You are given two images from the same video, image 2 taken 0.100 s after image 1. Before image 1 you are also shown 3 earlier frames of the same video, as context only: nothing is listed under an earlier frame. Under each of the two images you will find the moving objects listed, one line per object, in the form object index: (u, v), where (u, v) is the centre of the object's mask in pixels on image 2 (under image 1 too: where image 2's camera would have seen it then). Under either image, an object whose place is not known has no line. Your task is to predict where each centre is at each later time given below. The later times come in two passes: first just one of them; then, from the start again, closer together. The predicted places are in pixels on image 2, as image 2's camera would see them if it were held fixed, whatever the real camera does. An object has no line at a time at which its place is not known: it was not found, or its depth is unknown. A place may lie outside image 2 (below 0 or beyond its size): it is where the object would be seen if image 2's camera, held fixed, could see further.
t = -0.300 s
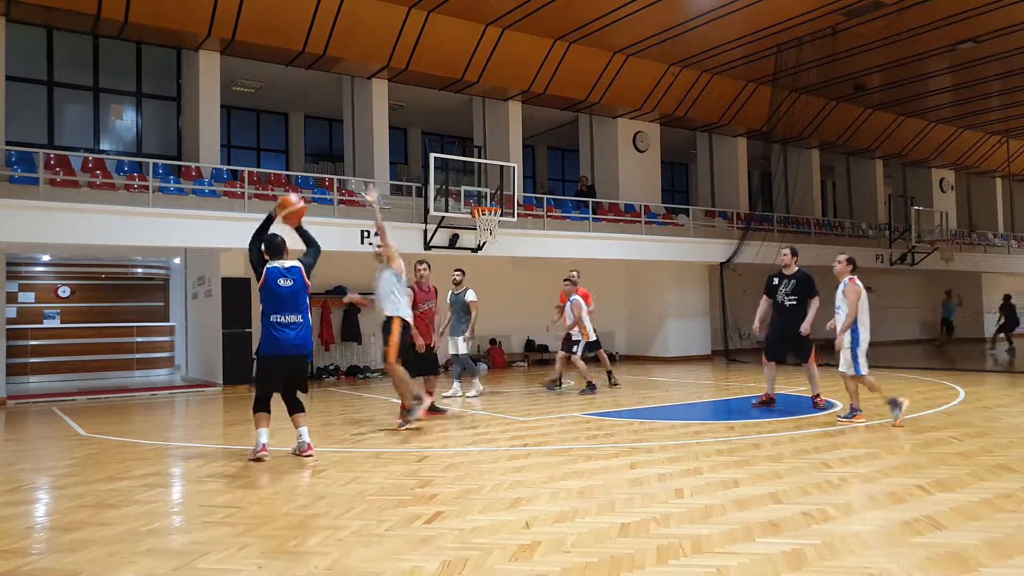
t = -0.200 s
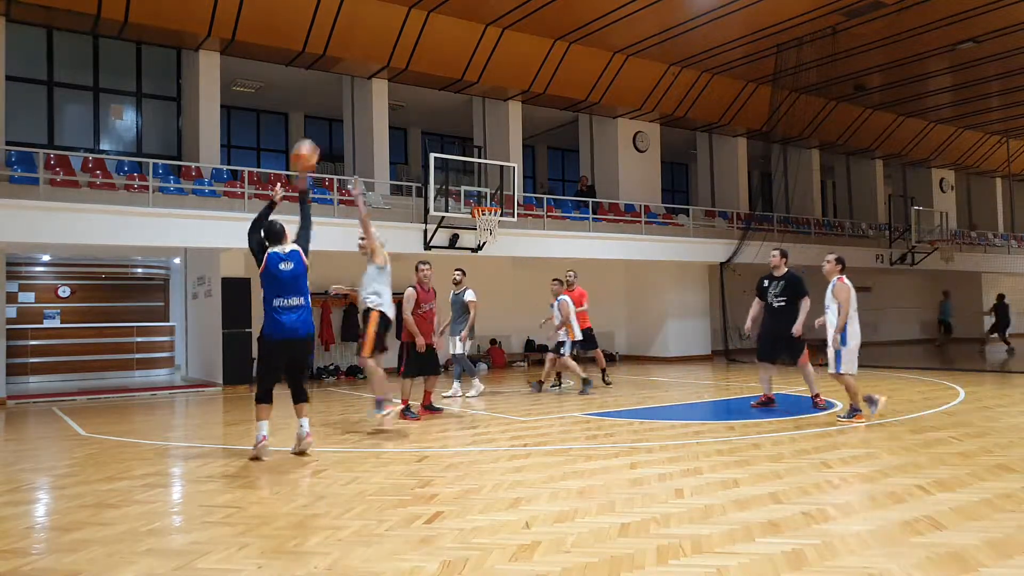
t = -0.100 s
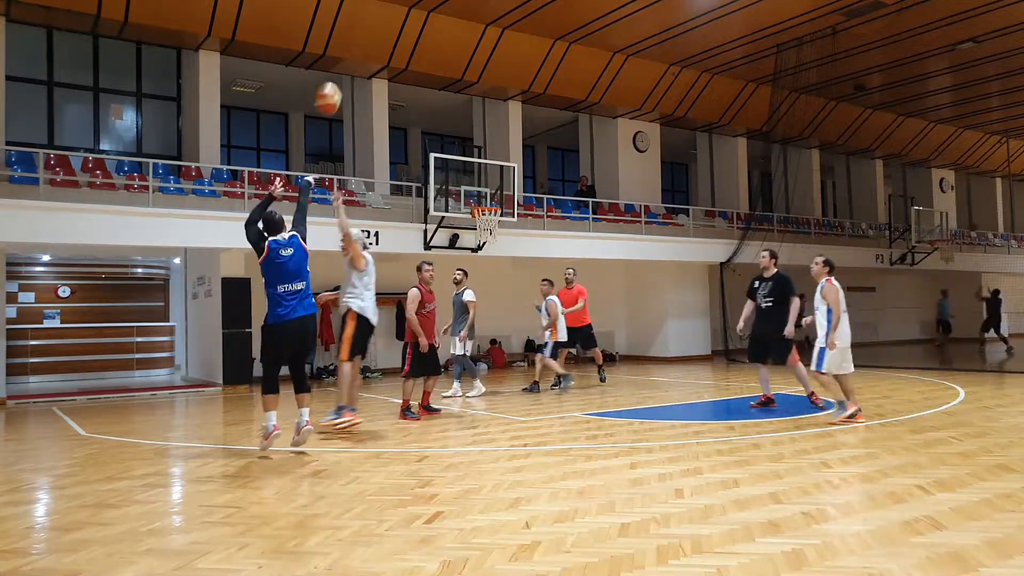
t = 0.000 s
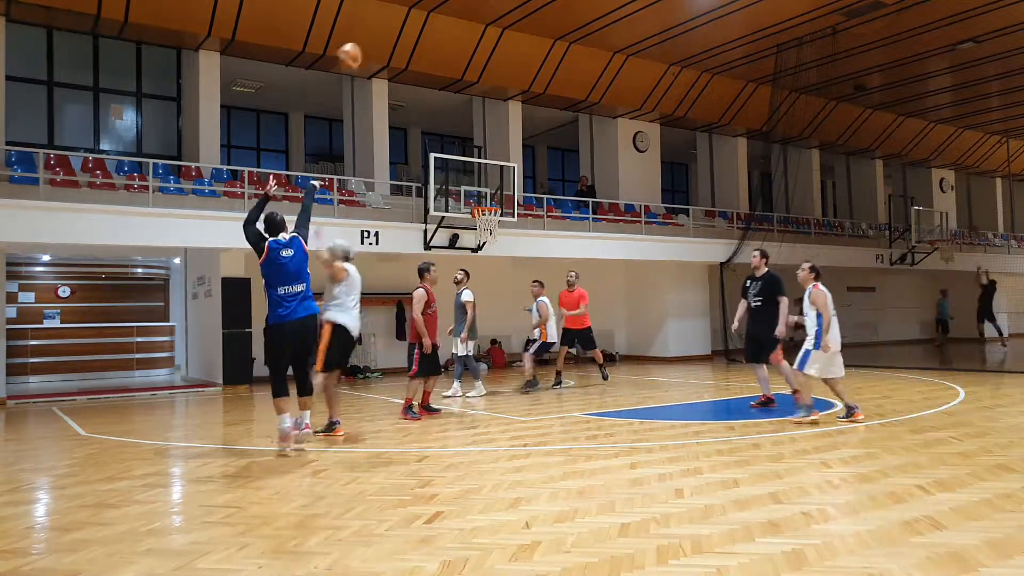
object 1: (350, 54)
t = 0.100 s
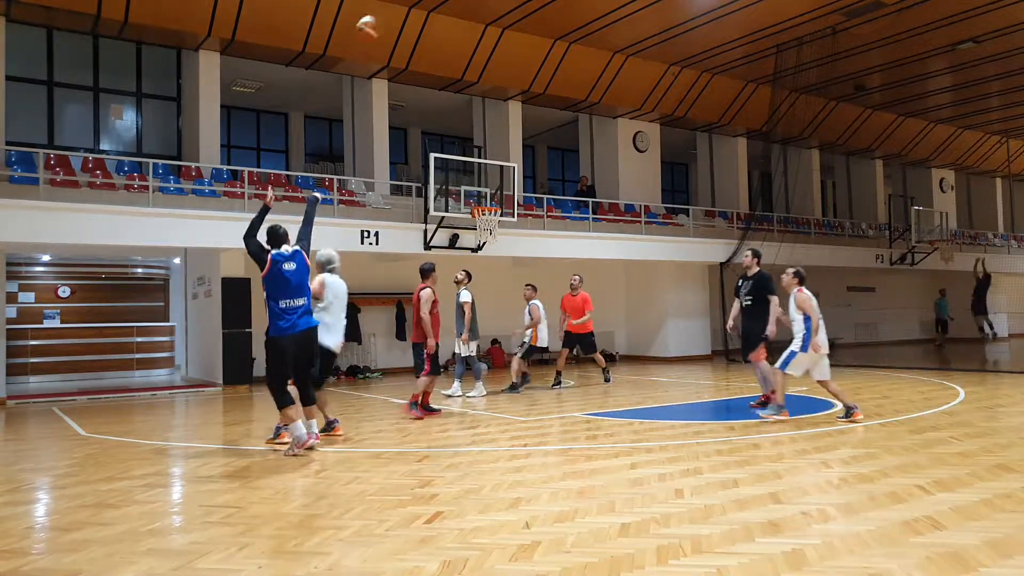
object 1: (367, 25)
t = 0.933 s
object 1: (469, 112)
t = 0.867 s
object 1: (464, 92)
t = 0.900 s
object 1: (466, 102)
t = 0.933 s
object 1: (469, 112)
